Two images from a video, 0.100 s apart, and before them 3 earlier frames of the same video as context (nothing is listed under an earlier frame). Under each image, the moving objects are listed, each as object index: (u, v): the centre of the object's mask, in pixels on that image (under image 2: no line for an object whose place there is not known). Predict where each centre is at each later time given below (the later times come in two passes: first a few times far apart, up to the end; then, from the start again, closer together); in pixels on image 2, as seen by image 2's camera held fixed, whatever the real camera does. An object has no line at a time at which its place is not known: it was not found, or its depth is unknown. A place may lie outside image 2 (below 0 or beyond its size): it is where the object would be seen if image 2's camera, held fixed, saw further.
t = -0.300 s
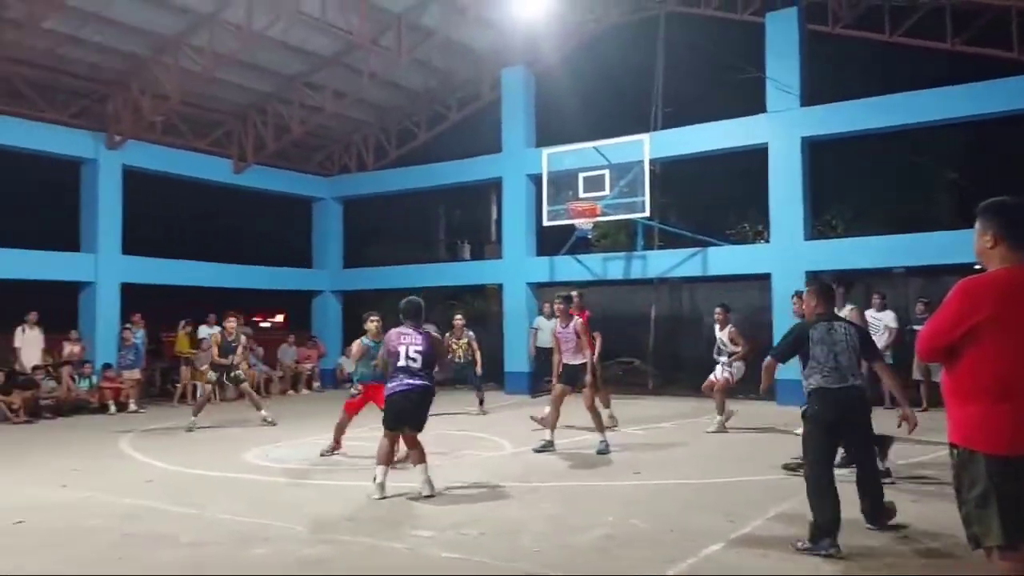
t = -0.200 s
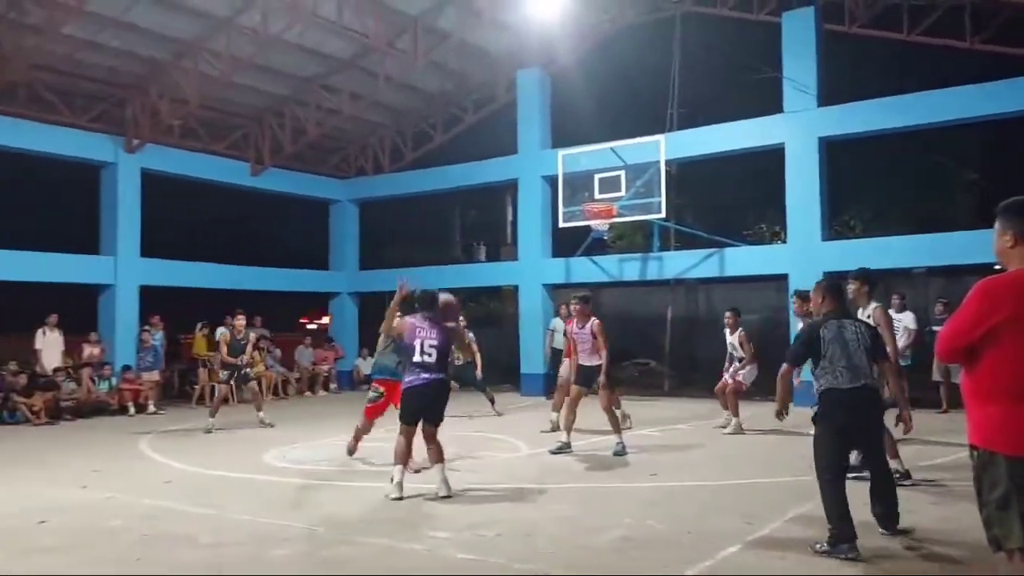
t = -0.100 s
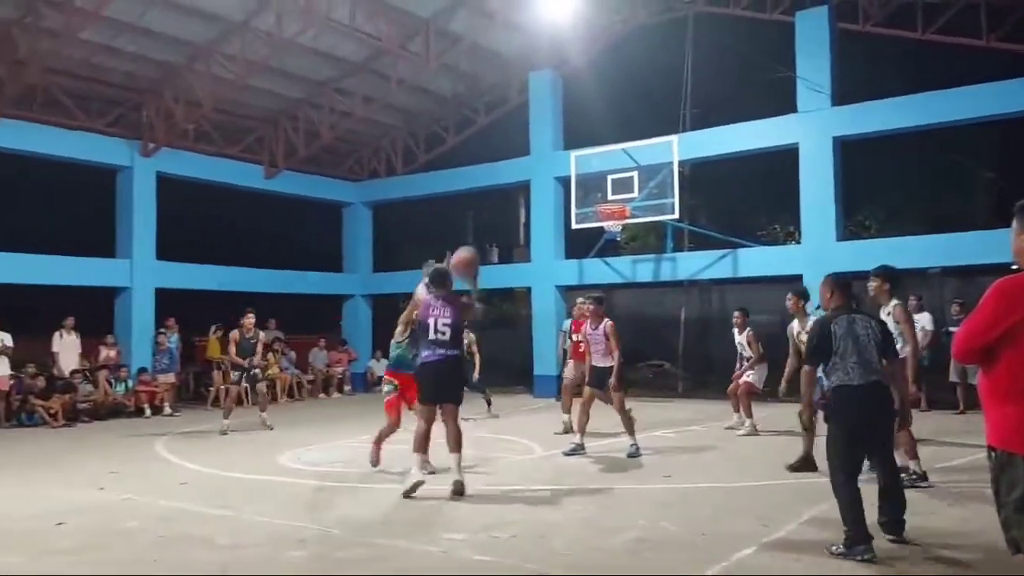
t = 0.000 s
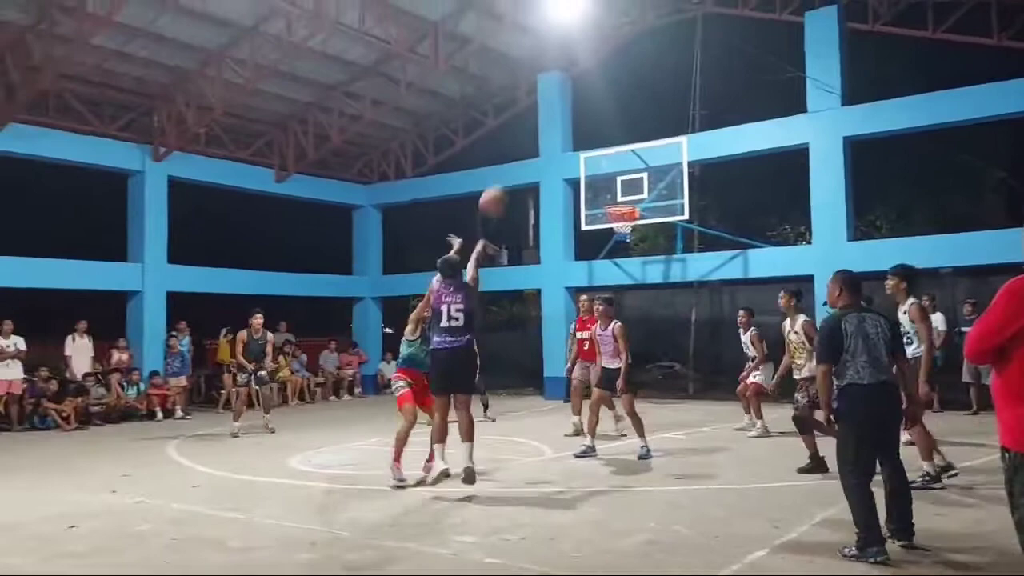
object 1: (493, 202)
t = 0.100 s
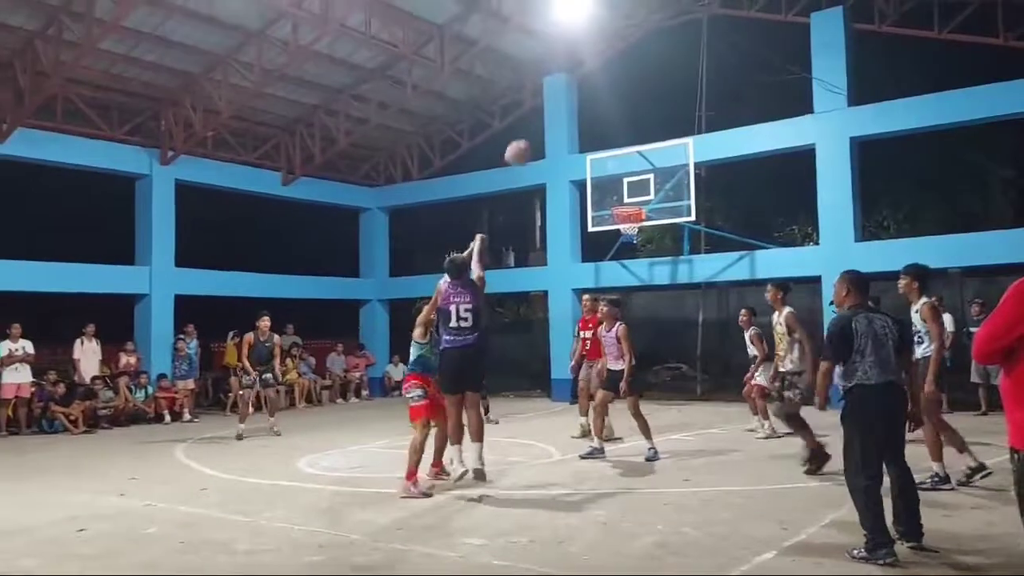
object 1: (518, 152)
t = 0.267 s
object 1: (544, 105)
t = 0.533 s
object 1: (577, 85)
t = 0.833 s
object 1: (608, 128)
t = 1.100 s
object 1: (631, 203)
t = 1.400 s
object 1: (624, 244)
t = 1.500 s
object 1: (620, 262)
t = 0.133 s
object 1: (523, 140)
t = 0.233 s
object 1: (539, 111)
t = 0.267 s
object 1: (544, 105)
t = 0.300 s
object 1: (548, 99)
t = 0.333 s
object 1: (553, 94)
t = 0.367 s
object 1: (558, 90)
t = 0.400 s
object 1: (559, 88)
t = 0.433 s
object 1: (564, 85)
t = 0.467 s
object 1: (569, 84)
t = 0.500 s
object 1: (572, 84)
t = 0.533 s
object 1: (577, 85)
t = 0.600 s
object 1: (586, 88)
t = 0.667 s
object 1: (592, 97)
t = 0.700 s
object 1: (595, 103)
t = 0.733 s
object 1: (598, 108)
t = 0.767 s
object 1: (602, 114)
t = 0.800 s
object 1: (605, 121)
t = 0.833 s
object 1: (608, 128)
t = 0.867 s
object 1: (611, 137)
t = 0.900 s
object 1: (614, 144)
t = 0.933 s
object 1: (616, 153)
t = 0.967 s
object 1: (620, 163)
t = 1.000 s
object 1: (621, 171)
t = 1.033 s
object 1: (623, 181)
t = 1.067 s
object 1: (627, 193)
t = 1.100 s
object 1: (631, 203)
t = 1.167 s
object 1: (632, 225)
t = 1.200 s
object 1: (632, 224)
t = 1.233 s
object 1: (632, 227)
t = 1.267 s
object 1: (631, 227)
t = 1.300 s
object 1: (630, 231)
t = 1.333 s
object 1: (628, 234)
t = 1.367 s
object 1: (625, 239)
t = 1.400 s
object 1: (624, 244)
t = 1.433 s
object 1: (622, 250)
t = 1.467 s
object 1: (621, 255)
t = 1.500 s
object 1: (620, 262)
